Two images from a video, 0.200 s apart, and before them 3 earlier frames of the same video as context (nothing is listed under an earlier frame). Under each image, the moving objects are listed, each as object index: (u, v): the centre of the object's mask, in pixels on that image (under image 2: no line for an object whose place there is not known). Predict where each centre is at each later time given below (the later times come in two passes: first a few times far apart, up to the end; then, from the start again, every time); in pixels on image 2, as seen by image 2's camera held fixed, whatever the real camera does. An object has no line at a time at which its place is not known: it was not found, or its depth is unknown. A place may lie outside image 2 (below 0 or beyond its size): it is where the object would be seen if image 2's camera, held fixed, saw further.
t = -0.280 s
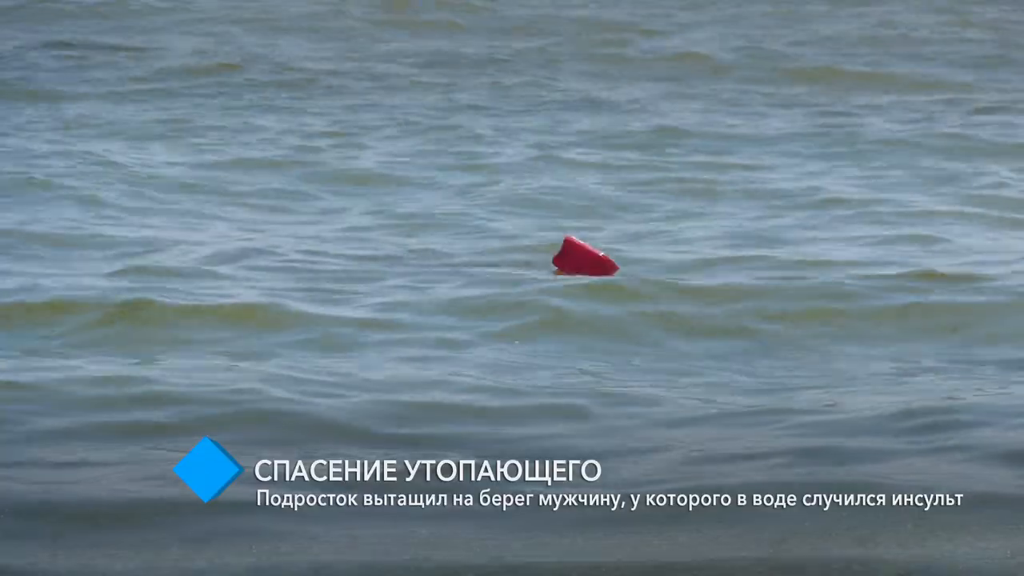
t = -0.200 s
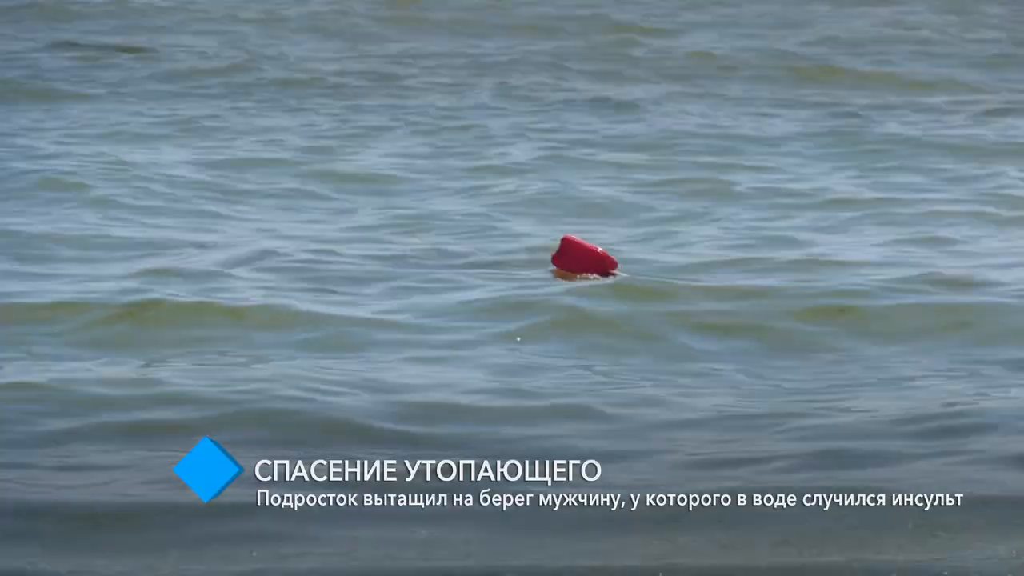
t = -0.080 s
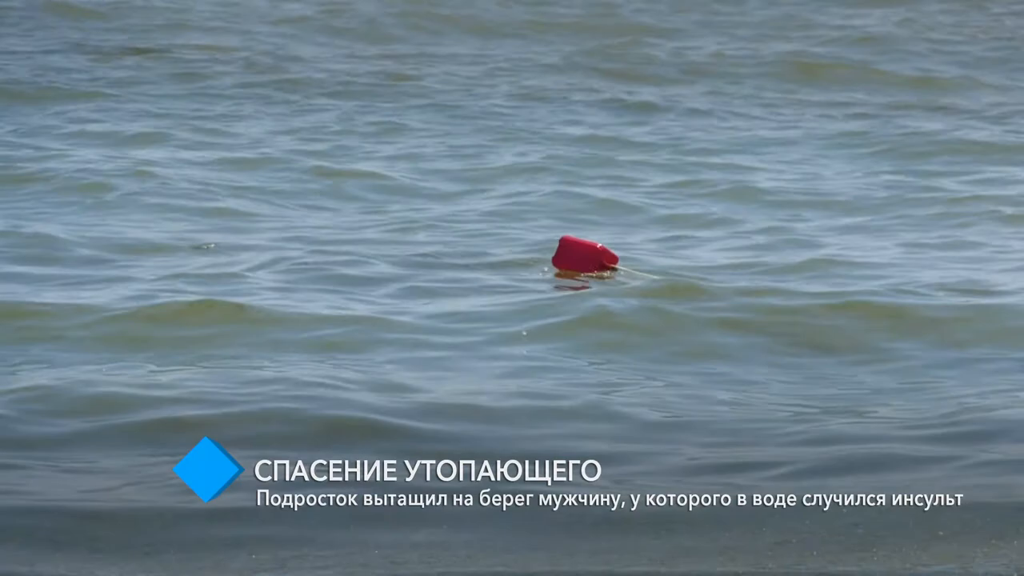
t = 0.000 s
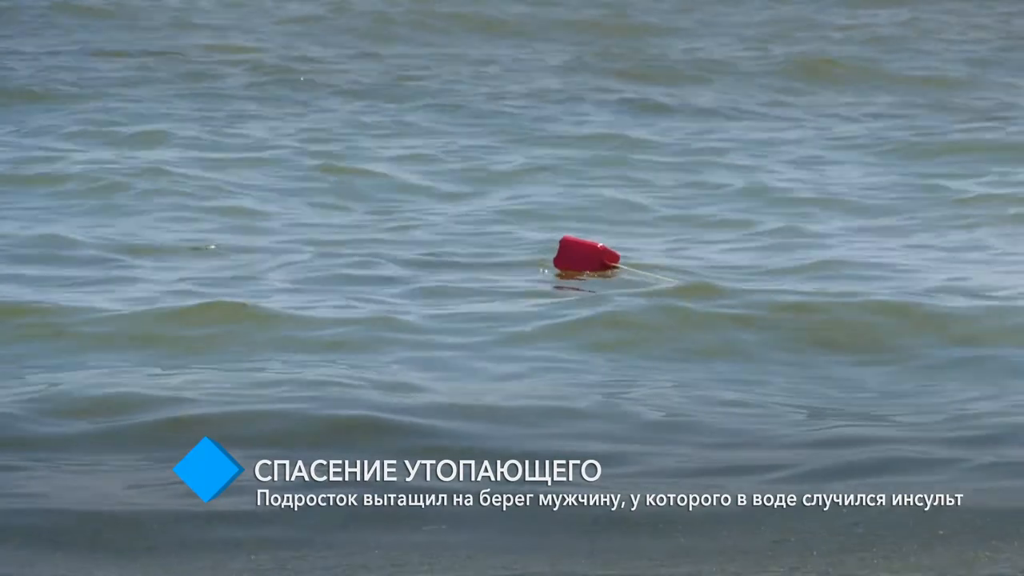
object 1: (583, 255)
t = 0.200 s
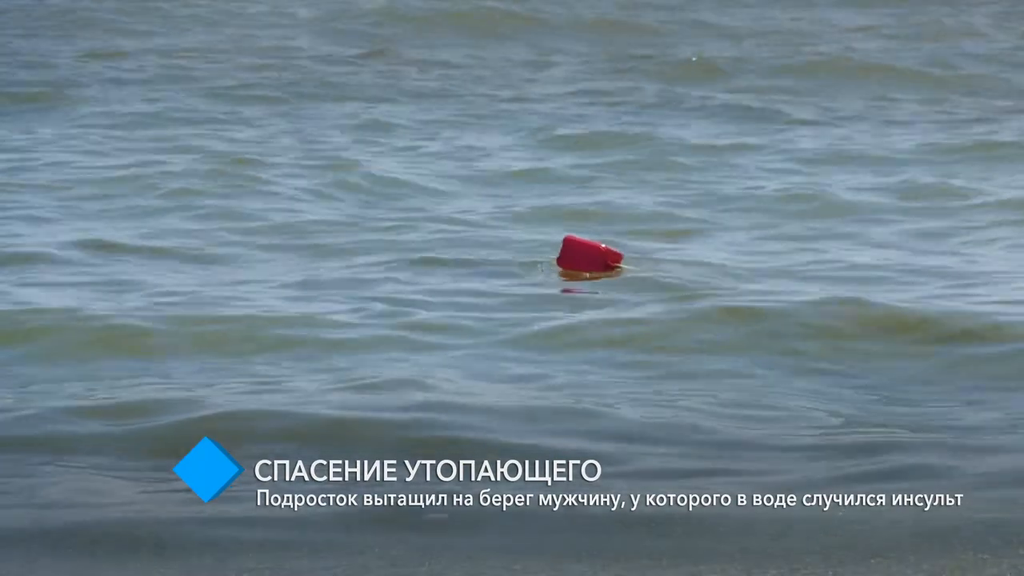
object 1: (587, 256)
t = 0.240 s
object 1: (588, 259)
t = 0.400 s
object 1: (589, 253)
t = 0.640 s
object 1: (592, 261)
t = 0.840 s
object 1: (594, 261)
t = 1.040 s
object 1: (594, 273)
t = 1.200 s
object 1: (589, 281)
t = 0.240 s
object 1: (588, 259)
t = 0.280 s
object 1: (588, 254)
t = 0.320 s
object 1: (588, 254)
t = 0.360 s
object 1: (588, 254)
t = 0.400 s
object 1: (589, 253)
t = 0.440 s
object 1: (589, 253)
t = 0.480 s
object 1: (589, 251)
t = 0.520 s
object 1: (589, 251)
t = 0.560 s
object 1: (590, 251)
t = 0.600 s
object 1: (591, 251)
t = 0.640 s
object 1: (592, 261)
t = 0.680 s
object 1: (592, 253)
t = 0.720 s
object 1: (592, 255)
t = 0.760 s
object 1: (593, 257)
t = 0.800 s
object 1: (593, 259)
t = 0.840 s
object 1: (594, 261)
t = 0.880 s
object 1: (593, 263)
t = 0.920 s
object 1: (592, 265)
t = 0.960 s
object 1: (591, 268)
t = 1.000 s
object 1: (596, 272)
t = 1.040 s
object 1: (594, 273)
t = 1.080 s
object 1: (593, 275)
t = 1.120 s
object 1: (592, 277)
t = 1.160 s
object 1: (591, 279)
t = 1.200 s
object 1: (589, 281)
